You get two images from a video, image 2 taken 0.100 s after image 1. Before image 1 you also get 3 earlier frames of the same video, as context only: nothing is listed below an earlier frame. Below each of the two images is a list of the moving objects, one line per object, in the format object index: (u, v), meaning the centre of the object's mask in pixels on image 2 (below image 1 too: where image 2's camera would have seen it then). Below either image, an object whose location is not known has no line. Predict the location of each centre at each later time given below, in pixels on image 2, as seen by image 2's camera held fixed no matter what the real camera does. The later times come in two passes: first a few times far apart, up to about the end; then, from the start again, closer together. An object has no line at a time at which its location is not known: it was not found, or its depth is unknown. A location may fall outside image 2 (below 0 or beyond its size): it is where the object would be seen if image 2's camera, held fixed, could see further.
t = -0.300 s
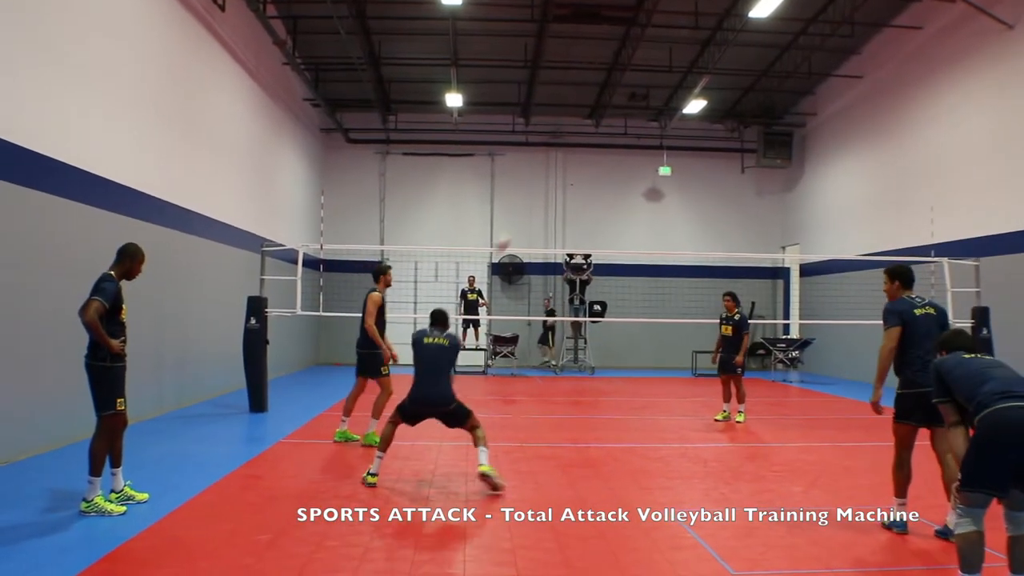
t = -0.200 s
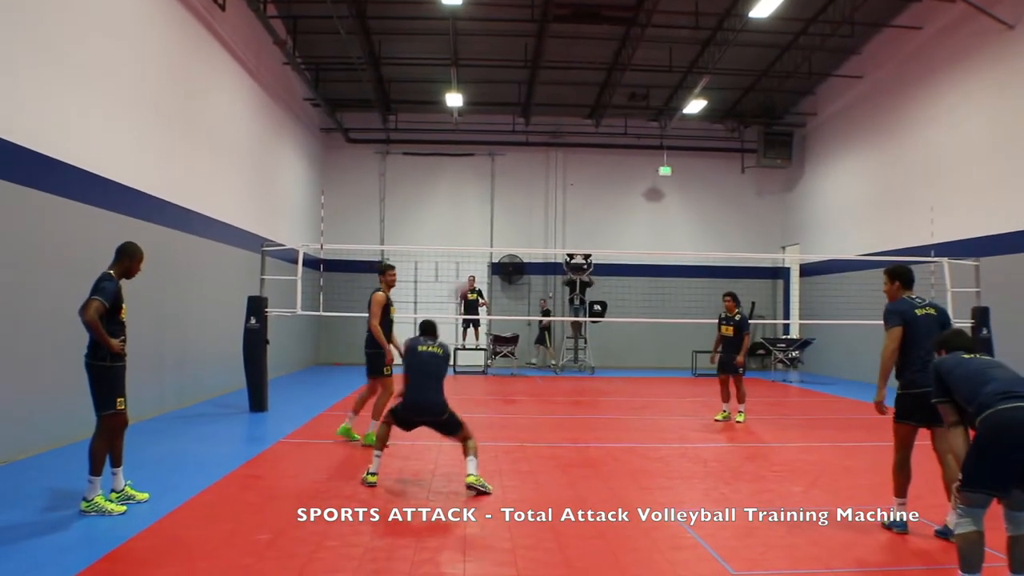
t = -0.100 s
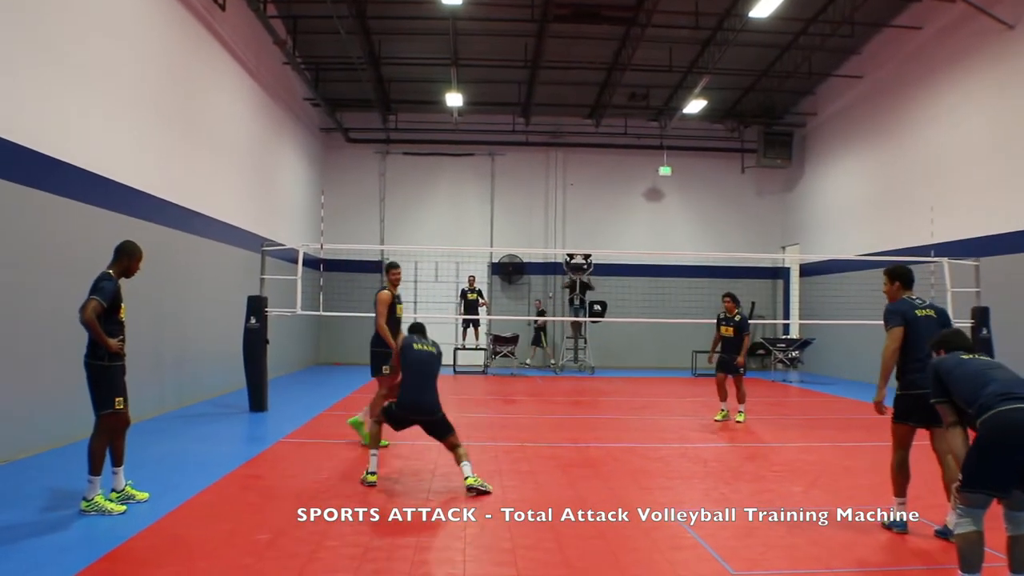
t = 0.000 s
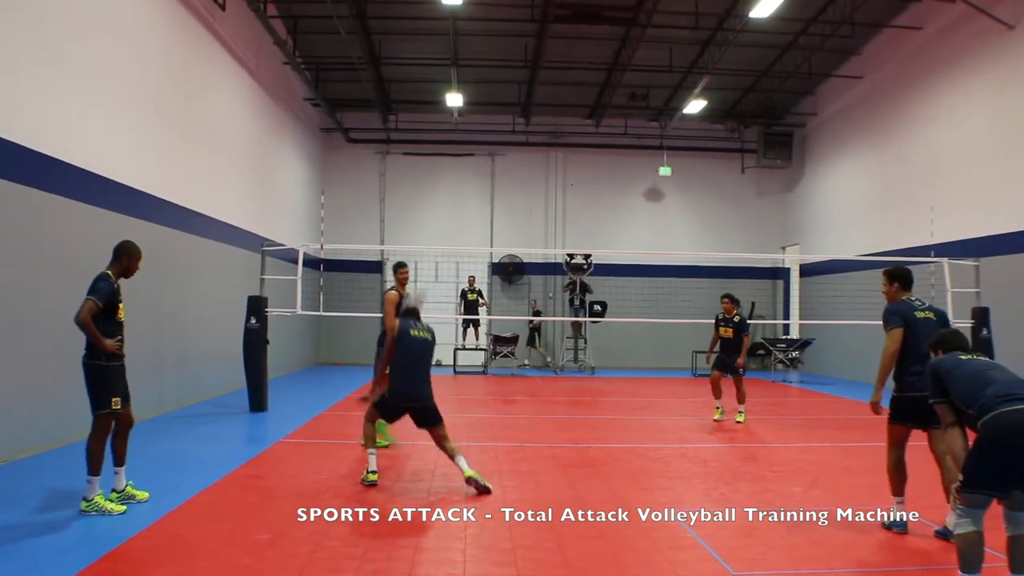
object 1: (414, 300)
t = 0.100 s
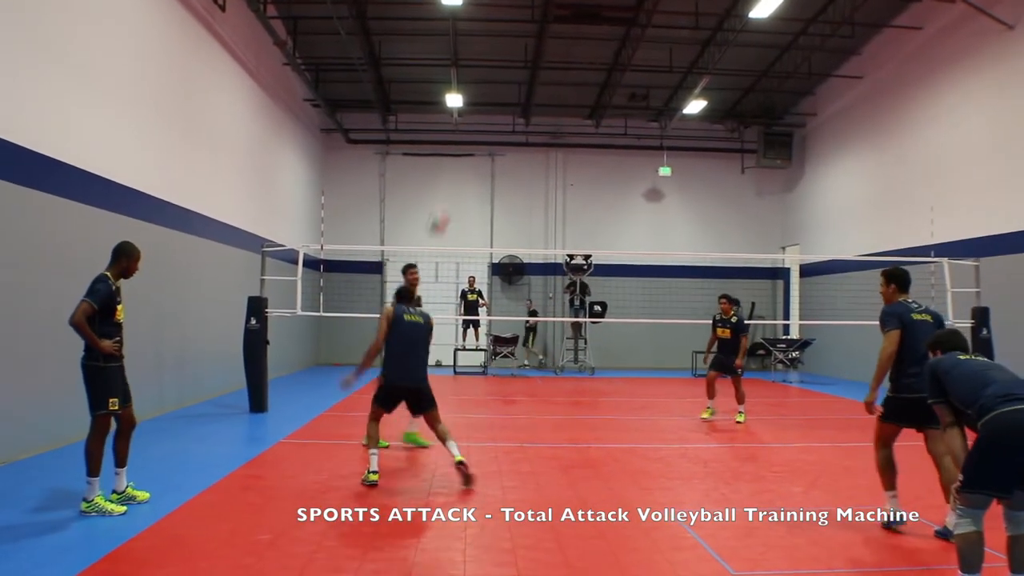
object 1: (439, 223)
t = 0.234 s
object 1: (469, 135)
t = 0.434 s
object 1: (511, 54)
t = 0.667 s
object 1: (552, 10)
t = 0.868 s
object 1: (583, 10)
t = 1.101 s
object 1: (616, 45)
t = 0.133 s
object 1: (447, 202)
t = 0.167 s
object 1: (455, 175)
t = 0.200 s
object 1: (461, 153)
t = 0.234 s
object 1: (469, 135)
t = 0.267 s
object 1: (477, 116)
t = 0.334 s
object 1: (491, 89)
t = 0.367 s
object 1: (497, 76)
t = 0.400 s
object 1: (505, 64)
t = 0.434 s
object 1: (511, 54)
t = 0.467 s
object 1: (517, 44)
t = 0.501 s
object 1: (523, 36)
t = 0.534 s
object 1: (529, 29)
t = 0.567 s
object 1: (535, 23)
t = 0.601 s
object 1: (541, 18)
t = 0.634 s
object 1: (547, 14)
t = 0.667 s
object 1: (552, 10)
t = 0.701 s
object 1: (557, 8)
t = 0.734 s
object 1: (563, 7)
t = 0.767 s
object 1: (568, 7)
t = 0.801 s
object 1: (573, 7)
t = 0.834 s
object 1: (578, 7)
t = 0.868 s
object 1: (583, 10)
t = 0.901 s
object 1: (588, 12)
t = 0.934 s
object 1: (593, 16)
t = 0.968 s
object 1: (598, 20)
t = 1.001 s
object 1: (602, 25)
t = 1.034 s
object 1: (607, 31)
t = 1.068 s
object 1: (612, 38)
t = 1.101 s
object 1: (616, 45)
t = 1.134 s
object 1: (621, 54)
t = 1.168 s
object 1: (625, 62)
